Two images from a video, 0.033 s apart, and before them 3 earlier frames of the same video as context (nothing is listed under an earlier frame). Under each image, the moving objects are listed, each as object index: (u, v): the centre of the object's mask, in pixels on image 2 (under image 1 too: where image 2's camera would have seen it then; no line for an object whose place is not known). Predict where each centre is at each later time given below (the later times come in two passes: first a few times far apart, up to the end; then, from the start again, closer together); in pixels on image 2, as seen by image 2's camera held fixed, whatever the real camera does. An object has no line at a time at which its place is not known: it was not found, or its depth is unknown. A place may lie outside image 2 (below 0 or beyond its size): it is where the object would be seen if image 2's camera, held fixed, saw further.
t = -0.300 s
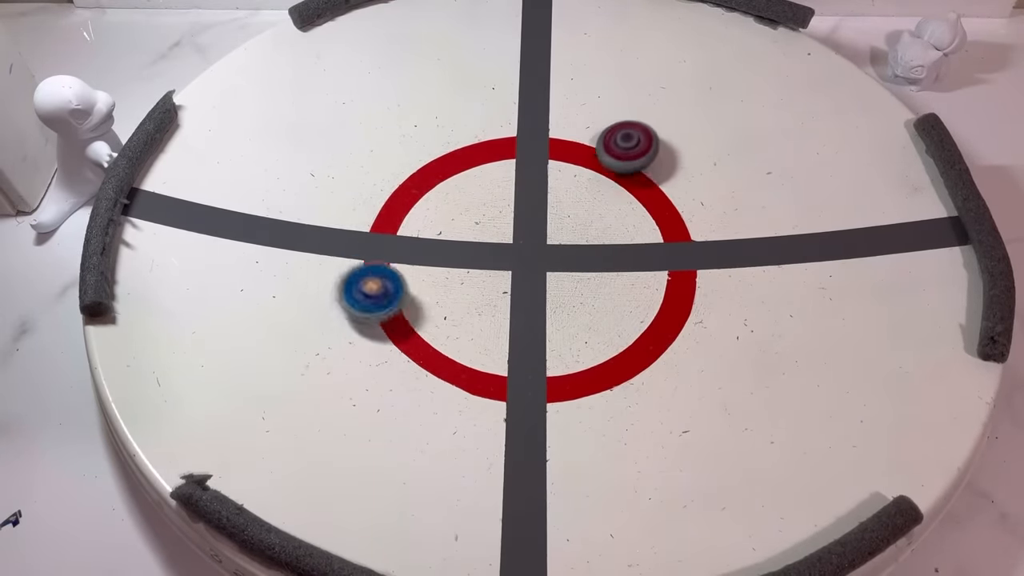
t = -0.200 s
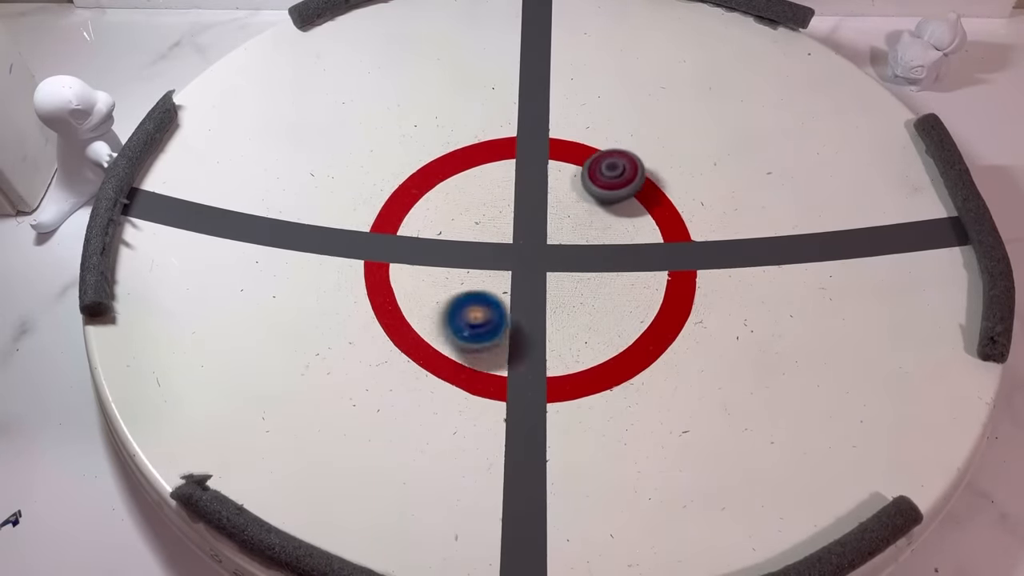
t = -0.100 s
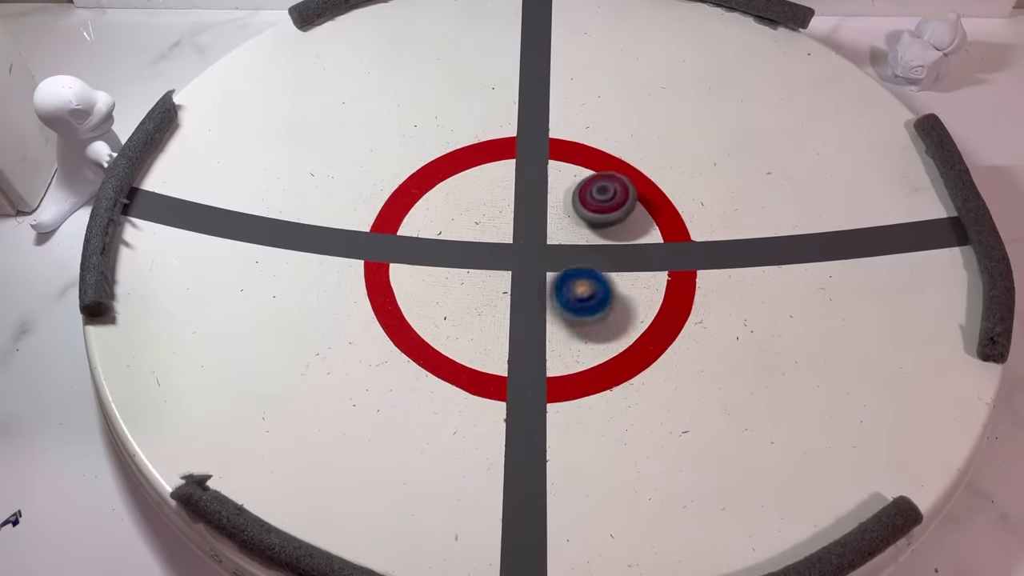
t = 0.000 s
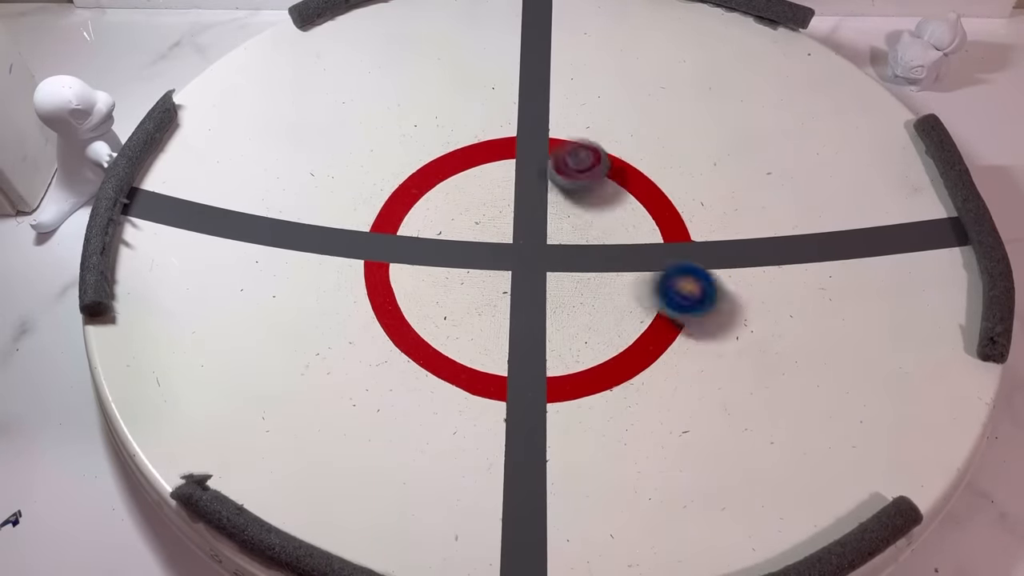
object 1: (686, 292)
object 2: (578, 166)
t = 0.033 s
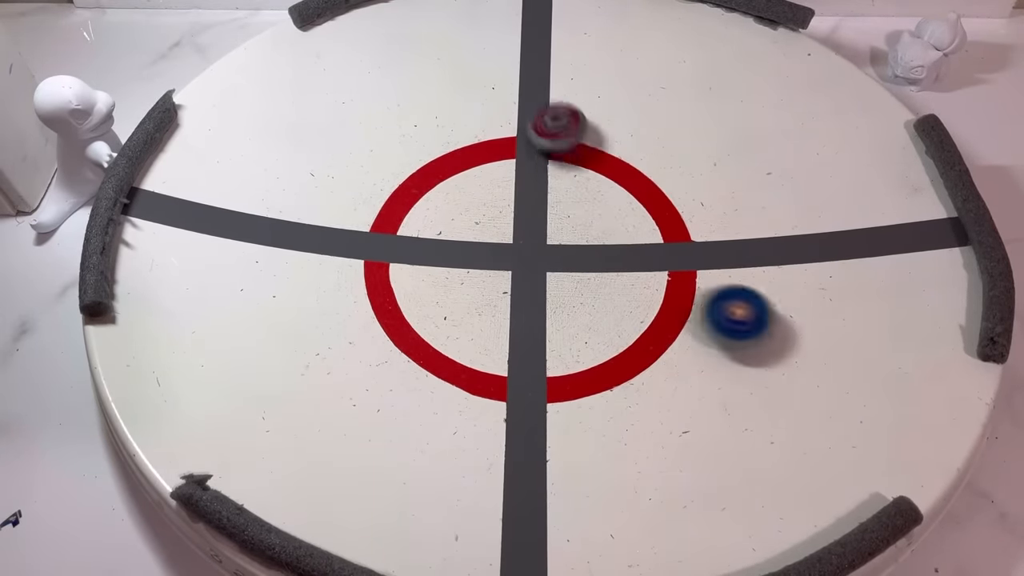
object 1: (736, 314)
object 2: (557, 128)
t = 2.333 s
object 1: (397, 75)
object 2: (608, 235)
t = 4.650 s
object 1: (510, 285)
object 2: (768, 259)
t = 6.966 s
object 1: (558, 295)
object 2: (535, 46)
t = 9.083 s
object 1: (706, 301)
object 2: (480, 334)
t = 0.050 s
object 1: (762, 325)
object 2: (546, 111)
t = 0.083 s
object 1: (813, 335)
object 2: (527, 81)
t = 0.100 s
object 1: (836, 336)
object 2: (518, 68)
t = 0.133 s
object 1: (880, 331)
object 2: (501, 45)
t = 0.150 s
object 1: (900, 326)
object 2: (493, 36)
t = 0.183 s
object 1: (935, 308)
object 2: (479, 21)
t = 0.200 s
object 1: (950, 298)
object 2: (471, 17)
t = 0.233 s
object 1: (961, 259)
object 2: (458, 13)
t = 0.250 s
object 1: (961, 238)
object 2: (452, 13)
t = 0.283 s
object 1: (947, 187)
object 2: (438, 12)
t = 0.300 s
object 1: (925, 162)
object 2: (432, 13)
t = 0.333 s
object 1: (878, 114)
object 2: (418, 16)
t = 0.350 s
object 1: (854, 95)
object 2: (412, 19)
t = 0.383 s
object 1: (807, 62)
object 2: (400, 27)
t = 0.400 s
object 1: (783, 49)
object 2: (393, 33)
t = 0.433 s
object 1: (738, 32)
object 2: (382, 46)
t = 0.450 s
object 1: (716, 25)
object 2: (376, 53)
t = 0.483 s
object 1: (675, 18)
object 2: (366, 68)
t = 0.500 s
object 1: (656, 18)
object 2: (360, 76)
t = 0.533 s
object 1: (616, 18)
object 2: (352, 91)
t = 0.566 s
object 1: (577, 20)
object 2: (344, 107)
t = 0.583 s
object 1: (556, 22)
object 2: (341, 115)
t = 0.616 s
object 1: (523, 28)
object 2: (336, 131)
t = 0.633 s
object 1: (504, 32)
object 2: (334, 139)
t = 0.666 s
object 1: (470, 39)
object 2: (331, 154)
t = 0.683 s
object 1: (452, 43)
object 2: (330, 162)
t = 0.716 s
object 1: (417, 54)
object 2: (329, 176)
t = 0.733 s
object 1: (398, 59)
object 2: (328, 183)
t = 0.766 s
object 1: (363, 72)
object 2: (328, 195)
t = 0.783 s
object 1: (345, 79)
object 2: (328, 200)
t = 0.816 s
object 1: (312, 95)
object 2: (329, 212)
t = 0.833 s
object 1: (297, 102)
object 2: (329, 218)
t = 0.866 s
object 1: (269, 119)
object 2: (331, 228)
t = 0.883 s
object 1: (256, 128)
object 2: (332, 233)
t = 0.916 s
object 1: (230, 149)
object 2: (334, 243)
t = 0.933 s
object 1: (218, 160)
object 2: (338, 247)
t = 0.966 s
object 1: (197, 183)
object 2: (345, 256)
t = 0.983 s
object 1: (188, 196)
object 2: (349, 261)
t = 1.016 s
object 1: (173, 221)
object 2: (355, 268)
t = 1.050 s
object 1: (162, 249)
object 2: (363, 275)
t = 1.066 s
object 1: (158, 262)
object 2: (366, 278)
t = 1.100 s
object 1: (156, 291)
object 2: (374, 282)
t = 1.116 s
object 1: (156, 305)
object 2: (378, 284)
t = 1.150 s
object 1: (161, 334)
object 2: (388, 287)
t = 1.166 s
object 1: (166, 349)
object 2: (394, 289)
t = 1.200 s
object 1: (180, 378)
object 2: (405, 293)
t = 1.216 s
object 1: (189, 392)
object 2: (410, 294)
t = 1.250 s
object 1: (212, 421)
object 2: (420, 297)
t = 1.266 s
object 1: (227, 433)
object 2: (426, 298)
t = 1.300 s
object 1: (261, 454)
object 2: (436, 301)
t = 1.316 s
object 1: (280, 463)
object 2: (440, 301)
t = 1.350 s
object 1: (321, 478)
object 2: (450, 303)
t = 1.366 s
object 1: (343, 483)
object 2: (454, 303)
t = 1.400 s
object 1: (388, 489)
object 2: (463, 304)
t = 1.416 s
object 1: (411, 490)
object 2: (467, 304)
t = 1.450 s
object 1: (457, 487)
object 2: (475, 303)
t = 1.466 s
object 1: (479, 484)
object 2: (479, 303)
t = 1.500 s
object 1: (521, 472)
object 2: (488, 303)
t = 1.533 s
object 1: (557, 454)
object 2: (495, 302)
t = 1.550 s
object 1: (575, 443)
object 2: (499, 302)
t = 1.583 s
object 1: (606, 421)
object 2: (506, 300)
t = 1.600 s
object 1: (620, 407)
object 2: (510, 298)
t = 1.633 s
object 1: (643, 382)
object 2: (520, 295)
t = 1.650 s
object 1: (653, 369)
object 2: (524, 293)
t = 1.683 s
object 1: (670, 342)
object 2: (531, 291)
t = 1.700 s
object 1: (676, 330)
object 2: (534, 290)
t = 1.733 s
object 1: (688, 302)
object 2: (541, 288)
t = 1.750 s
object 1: (691, 289)
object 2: (544, 287)
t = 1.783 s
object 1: (693, 262)
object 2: (549, 285)
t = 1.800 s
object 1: (692, 248)
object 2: (551, 283)
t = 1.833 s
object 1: (687, 223)
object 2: (558, 280)
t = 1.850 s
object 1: (682, 210)
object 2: (561, 278)
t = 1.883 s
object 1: (671, 187)
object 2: (567, 276)
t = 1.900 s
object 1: (665, 175)
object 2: (570, 274)
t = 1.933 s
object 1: (651, 155)
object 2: (575, 271)
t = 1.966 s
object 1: (635, 135)
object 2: (580, 268)
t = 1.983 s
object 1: (627, 125)
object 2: (583, 266)
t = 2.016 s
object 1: (609, 108)
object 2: (586, 263)
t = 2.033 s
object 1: (599, 101)
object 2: (589, 261)
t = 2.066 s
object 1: (580, 87)
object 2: (593, 258)
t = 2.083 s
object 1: (569, 82)
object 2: (595, 256)
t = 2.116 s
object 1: (548, 72)
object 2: (598, 253)
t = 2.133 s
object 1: (537, 68)
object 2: (599, 251)
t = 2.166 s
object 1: (514, 64)
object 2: (601, 248)
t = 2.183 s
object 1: (502, 62)
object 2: (602, 247)
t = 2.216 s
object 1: (479, 59)
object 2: (604, 244)
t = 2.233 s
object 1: (467, 59)
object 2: (605, 242)
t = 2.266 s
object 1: (443, 61)
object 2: (606, 240)
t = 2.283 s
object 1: (432, 64)
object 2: (607, 239)
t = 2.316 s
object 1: (408, 70)
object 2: (608, 236)
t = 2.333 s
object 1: (397, 75)
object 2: (608, 235)
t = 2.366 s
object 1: (376, 87)
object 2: (609, 232)
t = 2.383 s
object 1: (367, 94)
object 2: (610, 231)
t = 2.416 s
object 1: (352, 110)
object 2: (610, 230)
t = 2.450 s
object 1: (341, 130)
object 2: (610, 228)
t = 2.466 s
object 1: (338, 140)
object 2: (610, 227)
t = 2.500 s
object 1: (333, 163)
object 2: (610, 226)
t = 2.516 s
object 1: (333, 174)
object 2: (610, 226)
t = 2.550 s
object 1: (337, 199)
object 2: (611, 225)
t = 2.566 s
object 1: (342, 211)
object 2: (611, 224)
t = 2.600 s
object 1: (356, 232)
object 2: (612, 223)
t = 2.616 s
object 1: (364, 243)
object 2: (611, 222)
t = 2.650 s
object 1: (385, 261)
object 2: (611, 220)
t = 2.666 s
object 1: (398, 269)
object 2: (610, 220)
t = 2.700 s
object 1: (425, 283)
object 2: (610, 218)
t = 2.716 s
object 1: (440, 289)
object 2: (610, 217)
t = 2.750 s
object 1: (471, 299)
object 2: (609, 217)
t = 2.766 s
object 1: (488, 303)
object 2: (608, 217)
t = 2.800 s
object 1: (520, 309)
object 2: (607, 217)
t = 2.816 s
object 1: (535, 309)
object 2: (606, 217)
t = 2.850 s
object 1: (566, 306)
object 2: (604, 217)
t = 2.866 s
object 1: (582, 304)
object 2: (602, 217)
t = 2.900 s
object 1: (612, 299)
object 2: (599, 218)
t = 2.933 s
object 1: (642, 293)
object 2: (599, 218)
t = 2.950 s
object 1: (655, 288)
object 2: (598, 219)
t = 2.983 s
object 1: (677, 276)
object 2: (597, 219)
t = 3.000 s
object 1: (686, 268)
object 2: (596, 219)
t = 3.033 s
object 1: (708, 255)
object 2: (594, 220)
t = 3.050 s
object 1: (717, 247)
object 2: (593, 220)
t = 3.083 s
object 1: (731, 233)
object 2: (592, 221)
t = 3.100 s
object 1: (736, 224)
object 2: (591, 221)
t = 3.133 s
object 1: (744, 208)
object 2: (589, 222)
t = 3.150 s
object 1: (747, 200)
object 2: (588, 222)
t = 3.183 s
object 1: (753, 184)
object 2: (588, 223)
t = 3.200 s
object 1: (756, 174)
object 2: (588, 223)
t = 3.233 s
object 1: (756, 156)
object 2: (586, 224)
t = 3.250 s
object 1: (756, 148)
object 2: (585, 225)
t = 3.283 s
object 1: (750, 132)
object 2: (583, 226)
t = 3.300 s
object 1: (746, 125)
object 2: (582, 227)
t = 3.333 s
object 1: (736, 112)
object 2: (580, 228)
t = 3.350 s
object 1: (729, 106)
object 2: (578, 228)
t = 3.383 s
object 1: (712, 98)
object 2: (576, 229)
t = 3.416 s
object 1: (695, 93)
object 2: (573, 232)
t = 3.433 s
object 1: (685, 91)
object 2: (572, 232)
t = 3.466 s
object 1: (664, 89)
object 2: (571, 234)
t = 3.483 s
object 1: (654, 89)
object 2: (570, 235)
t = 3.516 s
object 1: (632, 92)
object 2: (568, 236)
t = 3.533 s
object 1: (620, 94)
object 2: (567, 237)
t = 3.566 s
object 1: (599, 102)
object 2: (566, 239)
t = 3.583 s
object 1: (588, 107)
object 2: (565, 240)
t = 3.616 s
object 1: (568, 119)
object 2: (563, 241)
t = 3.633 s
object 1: (560, 126)
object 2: (563, 242)
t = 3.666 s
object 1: (545, 142)
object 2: (562, 244)
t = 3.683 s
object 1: (539, 149)
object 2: (561, 245)
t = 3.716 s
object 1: (530, 166)
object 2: (559, 247)
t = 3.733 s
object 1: (525, 176)
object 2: (558, 248)
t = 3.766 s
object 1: (518, 194)
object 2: (556, 251)
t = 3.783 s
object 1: (516, 205)
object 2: (555, 251)
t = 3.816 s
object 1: (500, 210)
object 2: (566, 267)
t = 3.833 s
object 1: (490, 212)
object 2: (573, 278)
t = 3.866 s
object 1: (473, 218)
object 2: (588, 296)
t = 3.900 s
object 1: (458, 229)
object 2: (601, 309)
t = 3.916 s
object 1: (452, 235)
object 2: (607, 315)
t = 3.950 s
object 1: (445, 248)
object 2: (618, 323)
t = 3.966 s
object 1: (443, 255)
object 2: (623, 326)
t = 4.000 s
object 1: (442, 269)
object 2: (632, 328)
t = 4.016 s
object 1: (444, 275)
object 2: (636, 329)
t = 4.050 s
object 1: (448, 292)
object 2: (642, 329)
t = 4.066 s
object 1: (452, 299)
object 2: (645, 329)
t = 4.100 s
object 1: (462, 313)
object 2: (649, 330)
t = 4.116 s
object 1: (467, 320)
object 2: (652, 330)
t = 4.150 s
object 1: (483, 333)
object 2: (656, 329)
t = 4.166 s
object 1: (492, 338)
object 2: (658, 329)
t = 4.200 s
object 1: (512, 347)
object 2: (662, 328)
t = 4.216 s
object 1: (522, 349)
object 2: (663, 328)
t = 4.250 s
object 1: (543, 352)
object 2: (667, 327)
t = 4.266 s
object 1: (552, 351)
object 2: (668, 327)
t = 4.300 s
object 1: (573, 348)
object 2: (670, 326)
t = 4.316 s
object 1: (583, 346)
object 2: (671, 325)
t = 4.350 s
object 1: (601, 339)
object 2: (673, 325)
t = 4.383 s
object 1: (607, 334)
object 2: (682, 321)
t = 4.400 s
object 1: (599, 331)
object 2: (697, 317)
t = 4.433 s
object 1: (586, 327)
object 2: (724, 309)
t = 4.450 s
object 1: (581, 324)
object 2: (735, 304)
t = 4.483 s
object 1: (571, 317)
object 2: (752, 296)
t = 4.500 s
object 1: (565, 314)
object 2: (758, 292)
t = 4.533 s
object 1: (554, 307)
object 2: (765, 283)
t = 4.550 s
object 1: (548, 304)
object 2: (768, 278)
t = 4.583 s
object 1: (537, 296)
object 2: (770, 271)
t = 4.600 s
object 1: (531, 293)
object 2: (769, 268)
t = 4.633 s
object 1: (516, 287)
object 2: (769, 261)
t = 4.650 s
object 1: (510, 285)
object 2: (768, 259)
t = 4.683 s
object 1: (495, 282)
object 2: (764, 254)
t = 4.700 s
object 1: (488, 280)
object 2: (763, 251)
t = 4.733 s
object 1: (475, 278)
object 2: (759, 247)
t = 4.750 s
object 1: (469, 277)
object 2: (756, 245)
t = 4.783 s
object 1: (456, 276)
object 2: (751, 241)
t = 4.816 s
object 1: (445, 277)
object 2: (747, 239)
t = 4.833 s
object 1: (439, 278)
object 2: (744, 238)
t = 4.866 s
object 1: (428, 282)
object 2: (739, 234)
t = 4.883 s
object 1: (423, 283)
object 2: (737, 233)
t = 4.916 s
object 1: (415, 289)
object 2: (733, 230)
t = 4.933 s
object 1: (412, 291)
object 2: (731, 229)
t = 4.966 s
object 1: (408, 297)
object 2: (725, 227)
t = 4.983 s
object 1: (407, 302)
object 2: (723, 226)
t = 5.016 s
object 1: (409, 307)
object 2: (717, 224)
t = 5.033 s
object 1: (410, 309)
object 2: (715, 223)
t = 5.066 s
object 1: (411, 310)
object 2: (711, 221)
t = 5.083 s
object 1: (413, 310)
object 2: (708, 220)
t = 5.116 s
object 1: (419, 311)
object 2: (703, 219)
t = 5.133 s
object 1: (423, 311)
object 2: (701, 219)
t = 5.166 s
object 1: (433, 312)
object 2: (696, 217)
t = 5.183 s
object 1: (439, 311)
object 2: (693, 216)
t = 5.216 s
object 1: (450, 310)
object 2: (687, 215)
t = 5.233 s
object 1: (457, 308)
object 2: (683, 214)
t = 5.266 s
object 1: (470, 301)
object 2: (676, 212)
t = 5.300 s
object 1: (481, 291)
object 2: (669, 211)
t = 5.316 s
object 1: (485, 287)
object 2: (666, 211)
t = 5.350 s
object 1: (494, 276)
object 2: (660, 211)
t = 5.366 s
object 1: (498, 271)
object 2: (656, 210)
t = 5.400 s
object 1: (505, 258)
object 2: (649, 210)
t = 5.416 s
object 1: (507, 252)
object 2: (645, 210)
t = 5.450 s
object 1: (508, 241)
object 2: (639, 209)
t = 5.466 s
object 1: (508, 234)
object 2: (635, 209)
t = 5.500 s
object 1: (506, 222)
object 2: (627, 208)
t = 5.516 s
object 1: (505, 216)
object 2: (623, 208)
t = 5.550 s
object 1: (501, 203)
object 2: (616, 208)
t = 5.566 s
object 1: (497, 197)
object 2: (612, 208)
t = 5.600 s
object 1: (489, 187)
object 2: (604, 208)
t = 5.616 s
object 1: (484, 182)
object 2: (600, 208)
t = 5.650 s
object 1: (474, 175)
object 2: (593, 208)
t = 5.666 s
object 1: (470, 172)
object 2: (589, 208)
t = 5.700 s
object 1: (458, 167)
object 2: (582, 209)
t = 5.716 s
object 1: (453, 165)
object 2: (578, 209)
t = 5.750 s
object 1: (444, 164)
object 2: (572, 209)
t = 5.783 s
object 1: (436, 165)
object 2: (565, 209)
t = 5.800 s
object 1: (433, 166)
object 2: (562, 209)
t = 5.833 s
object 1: (426, 171)
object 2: (555, 210)
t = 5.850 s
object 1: (423, 174)
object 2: (551, 210)
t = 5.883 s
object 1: (421, 180)
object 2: (544, 211)
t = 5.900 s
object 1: (421, 182)
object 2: (541, 212)
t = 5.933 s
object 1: (423, 186)
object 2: (534, 213)
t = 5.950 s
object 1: (423, 188)
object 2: (531, 213)
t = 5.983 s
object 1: (427, 194)
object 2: (525, 214)
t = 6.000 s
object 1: (429, 197)
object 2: (522, 215)
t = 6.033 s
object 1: (433, 204)
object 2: (515, 216)
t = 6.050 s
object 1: (436, 208)
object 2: (513, 217)
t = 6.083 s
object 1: (438, 214)
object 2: (513, 220)
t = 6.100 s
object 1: (400, 208)
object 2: (548, 228)
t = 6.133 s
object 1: (335, 198)
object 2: (619, 241)
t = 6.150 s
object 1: (309, 194)
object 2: (654, 246)
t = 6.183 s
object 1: (261, 188)
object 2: (722, 254)
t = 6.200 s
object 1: (243, 187)
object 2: (755, 259)
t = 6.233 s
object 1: (213, 190)
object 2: (821, 265)
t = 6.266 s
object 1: (194, 198)
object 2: (881, 268)
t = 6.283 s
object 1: (186, 203)
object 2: (907, 267)
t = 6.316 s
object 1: (167, 214)
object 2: (955, 265)
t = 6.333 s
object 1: (160, 220)
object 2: (949, 240)
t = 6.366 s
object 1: (150, 234)
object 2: (917, 197)
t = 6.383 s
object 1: (149, 244)
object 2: (899, 179)
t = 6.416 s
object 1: (154, 266)
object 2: (867, 149)
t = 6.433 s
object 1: (157, 276)
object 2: (852, 133)
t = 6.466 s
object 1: (167, 293)
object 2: (823, 105)
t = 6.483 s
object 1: (174, 304)
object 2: (807, 92)
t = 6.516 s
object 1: (191, 321)
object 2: (777, 72)
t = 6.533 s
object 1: (202, 329)
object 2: (763, 63)
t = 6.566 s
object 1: (227, 342)
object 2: (734, 47)
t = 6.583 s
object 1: (241, 347)
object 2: (721, 40)
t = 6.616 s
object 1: (270, 355)
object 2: (695, 30)
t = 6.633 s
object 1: (286, 358)
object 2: (683, 26)
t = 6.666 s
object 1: (319, 361)
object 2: (661, 21)
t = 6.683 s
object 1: (335, 362)
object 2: (650, 20)
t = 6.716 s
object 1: (366, 361)
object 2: (631, 19)
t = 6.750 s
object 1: (398, 357)
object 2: (612, 19)
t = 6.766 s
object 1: (412, 354)
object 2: (604, 20)
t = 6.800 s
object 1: (441, 349)
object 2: (589, 22)
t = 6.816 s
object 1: (455, 345)
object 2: (582, 24)
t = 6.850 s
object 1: (480, 335)
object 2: (568, 29)
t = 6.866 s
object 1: (492, 331)
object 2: (563, 32)
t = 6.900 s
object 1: (517, 320)
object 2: (551, 37)
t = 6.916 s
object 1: (529, 315)
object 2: (547, 39)
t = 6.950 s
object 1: (548, 302)
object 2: (538, 43)
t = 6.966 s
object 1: (558, 295)
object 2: (535, 46)
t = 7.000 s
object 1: (578, 281)
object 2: (529, 50)
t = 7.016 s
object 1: (587, 275)
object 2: (526, 52)
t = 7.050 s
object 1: (606, 260)
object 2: (520, 56)
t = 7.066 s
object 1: (614, 252)
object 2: (518, 58)
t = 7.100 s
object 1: (630, 240)
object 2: (512, 61)
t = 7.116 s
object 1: (637, 233)
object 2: (509, 62)
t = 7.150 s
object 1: (651, 218)
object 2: (504, 66)
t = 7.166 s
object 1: (659, 209)
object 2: (502, 68)
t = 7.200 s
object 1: (669, 194)
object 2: (497, 71)
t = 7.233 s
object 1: (679, 180)
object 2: (492, 75)
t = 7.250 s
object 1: (683, 172)
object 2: (490, 76)
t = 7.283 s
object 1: (692, 157)
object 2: (485, 80)
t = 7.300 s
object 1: (696, 150)
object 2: (483, 82)
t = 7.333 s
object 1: (702, 136)
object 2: (479, 87)
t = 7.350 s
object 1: (705, 129)
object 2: (478, 90)
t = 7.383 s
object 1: (710, 115)
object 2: (474, 94)
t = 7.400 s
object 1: (711, 109)
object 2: (473, 96)
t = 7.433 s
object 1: (712, 96)
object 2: (470, 101)
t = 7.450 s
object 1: (712, 90)
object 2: (469, 104)
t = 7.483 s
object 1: (711, 79)
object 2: (466, 110)
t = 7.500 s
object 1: (710, 74)
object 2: (464, 113)
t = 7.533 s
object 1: (705, 64)
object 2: (462, 118)
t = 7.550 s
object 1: (703, 60)
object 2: (461, 121)
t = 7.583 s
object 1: (695, 53)
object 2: (459, 127)
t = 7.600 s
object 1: (690, 50)
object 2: (458, 129)
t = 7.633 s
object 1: (679, 47)
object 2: (456, 135)
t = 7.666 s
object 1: (667, 45)
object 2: (455, 141)
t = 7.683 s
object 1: (661, 44)
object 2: (454, 145)
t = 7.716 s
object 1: (648, 46)
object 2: (453, 151)
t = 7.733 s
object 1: (641, 49)
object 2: (452, 154)
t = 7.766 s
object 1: (627, 55)
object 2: (451, 160)
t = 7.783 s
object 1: (621, 59)
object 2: (450, 162)
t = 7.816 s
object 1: (608, 69)
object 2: (449, 168)
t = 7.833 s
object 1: (603, 76)
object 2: (449, 171)
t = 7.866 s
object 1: (593, 88)
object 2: (449, 177)
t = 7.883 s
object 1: (588, 95)
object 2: (449, 180)
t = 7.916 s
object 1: (581, 110)
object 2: (448, 187)
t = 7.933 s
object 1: (578, 117)
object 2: (448, 190)
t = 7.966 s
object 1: (574, 132)
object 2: (448, 197)
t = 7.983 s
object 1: (573, 139)
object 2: (448, 201)
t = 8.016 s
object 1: (570, 153)
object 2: (447, 207)
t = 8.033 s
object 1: (570, 161)
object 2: (447, 210)
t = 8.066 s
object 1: (569, 177)
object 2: (447, 217)
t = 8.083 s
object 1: (570, 185)
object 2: (447, 220)
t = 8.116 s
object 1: (571, 201)
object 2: (448, 226)
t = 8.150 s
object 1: (575, 219)
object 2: (448, 232)
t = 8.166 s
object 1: (577, 227)
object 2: (448, 235)
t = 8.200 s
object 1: (581, 242)
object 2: (448, 241)
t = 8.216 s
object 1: (583, 249)
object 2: (448, 244)
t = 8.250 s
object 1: (589, 262)
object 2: (448, 250)
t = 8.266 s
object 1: (592, 269)
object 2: (448, 253)
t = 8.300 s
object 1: (598, 282)
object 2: (449, 259)
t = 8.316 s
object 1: (602, 290)
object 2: (449, 261)
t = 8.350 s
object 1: (609, 303)
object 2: (449, 267)
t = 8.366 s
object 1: (614, 311)
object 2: (449, 270)
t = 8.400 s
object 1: (626, 326)
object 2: (449, 275)
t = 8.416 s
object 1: (632, 332)
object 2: (450, 277)
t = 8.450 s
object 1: (642, 344)
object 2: (450, 282)
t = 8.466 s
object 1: (649, 349)
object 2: (451, 285)
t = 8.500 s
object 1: (663, 358)
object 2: (451, 290)
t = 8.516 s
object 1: (669, 364)
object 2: (451, 292)
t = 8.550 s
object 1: (684, 372)
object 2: (452, 296)
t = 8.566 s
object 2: (453, 298)
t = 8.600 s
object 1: (705, 383)
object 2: (453, 302)
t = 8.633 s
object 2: (454, 306)
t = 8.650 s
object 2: (455, 308)
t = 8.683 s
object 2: (456, 312)
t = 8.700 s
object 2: (457, 314)
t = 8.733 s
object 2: (458, 317)
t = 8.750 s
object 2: (459, 318)
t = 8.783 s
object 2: (460, 321)
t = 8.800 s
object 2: (461, 323)
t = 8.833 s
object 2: (463, 325)
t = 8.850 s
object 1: (782, 375)
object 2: (463, 326)
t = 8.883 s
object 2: (465, 328)
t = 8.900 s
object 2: (466, 329)
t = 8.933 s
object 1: (771, 347)
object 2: (469, 331)
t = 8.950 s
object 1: (767, 342)
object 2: (471, 331)
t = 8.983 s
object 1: (754, 331)
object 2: (472, 333)
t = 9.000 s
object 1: (747, 326)
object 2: (473, 333)
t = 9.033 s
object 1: (731, 316)
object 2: (476, 334)
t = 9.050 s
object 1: (724, 311)
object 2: (477, 334)
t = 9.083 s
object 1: (706, 301)
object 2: (480, 334)
